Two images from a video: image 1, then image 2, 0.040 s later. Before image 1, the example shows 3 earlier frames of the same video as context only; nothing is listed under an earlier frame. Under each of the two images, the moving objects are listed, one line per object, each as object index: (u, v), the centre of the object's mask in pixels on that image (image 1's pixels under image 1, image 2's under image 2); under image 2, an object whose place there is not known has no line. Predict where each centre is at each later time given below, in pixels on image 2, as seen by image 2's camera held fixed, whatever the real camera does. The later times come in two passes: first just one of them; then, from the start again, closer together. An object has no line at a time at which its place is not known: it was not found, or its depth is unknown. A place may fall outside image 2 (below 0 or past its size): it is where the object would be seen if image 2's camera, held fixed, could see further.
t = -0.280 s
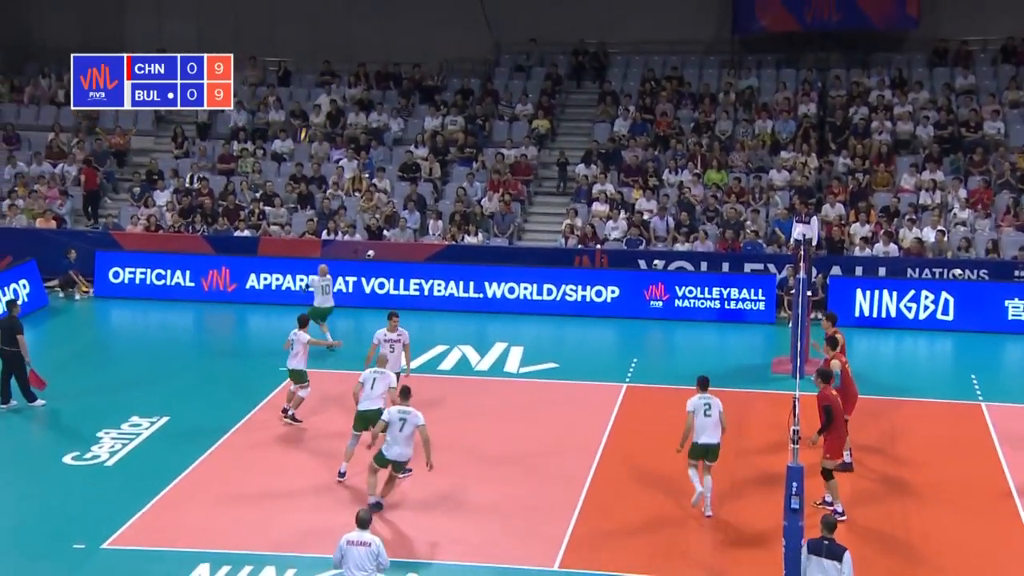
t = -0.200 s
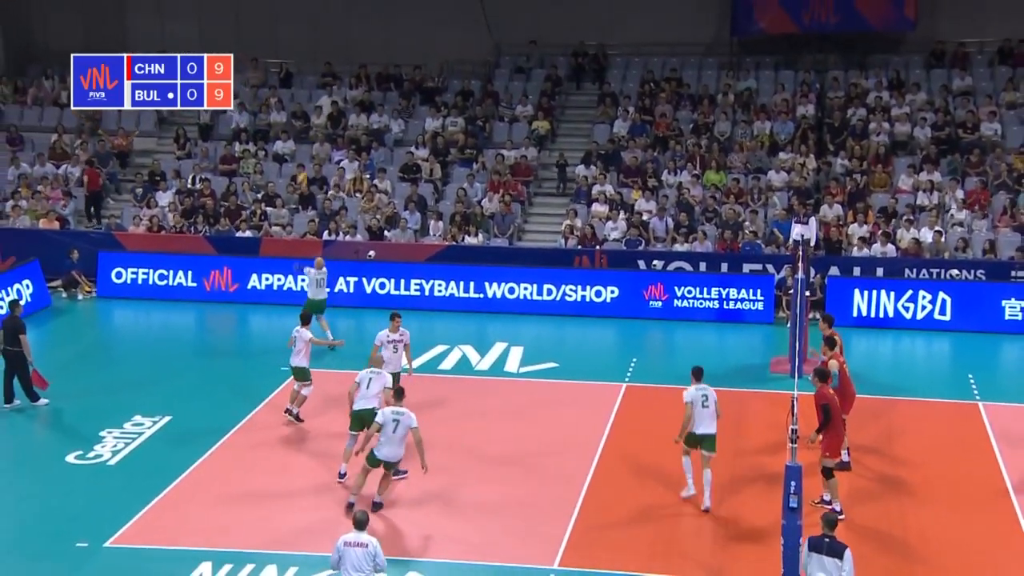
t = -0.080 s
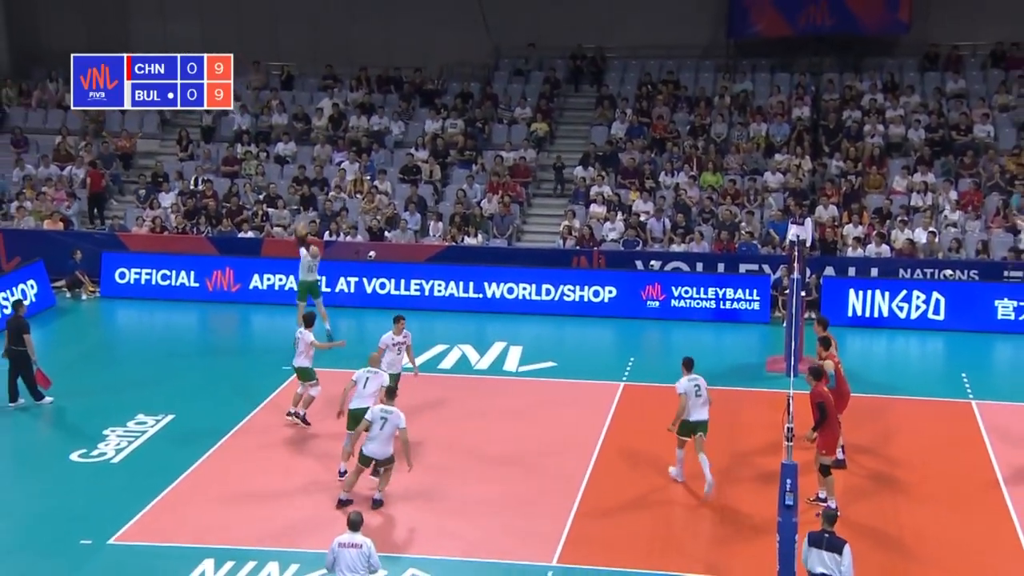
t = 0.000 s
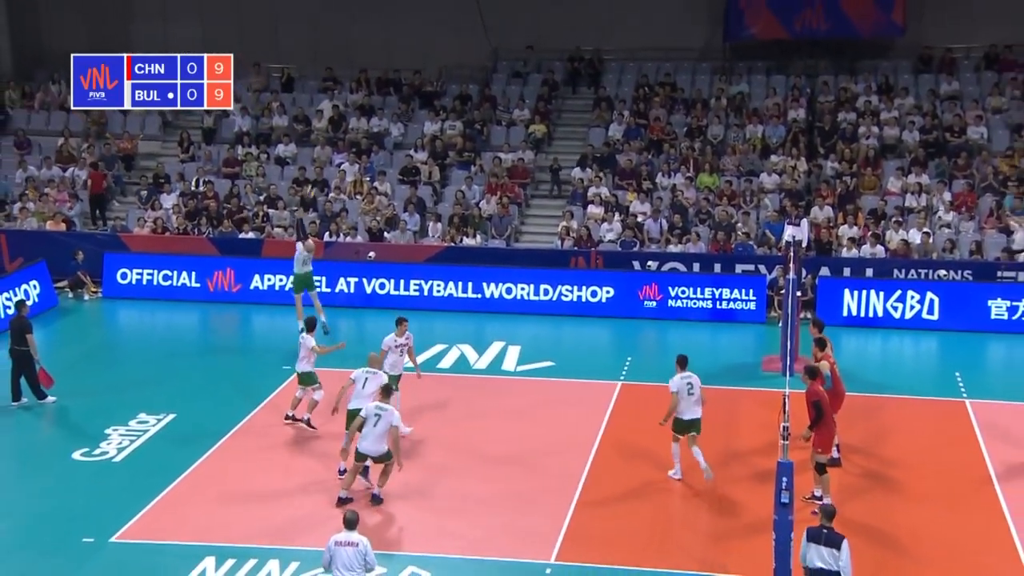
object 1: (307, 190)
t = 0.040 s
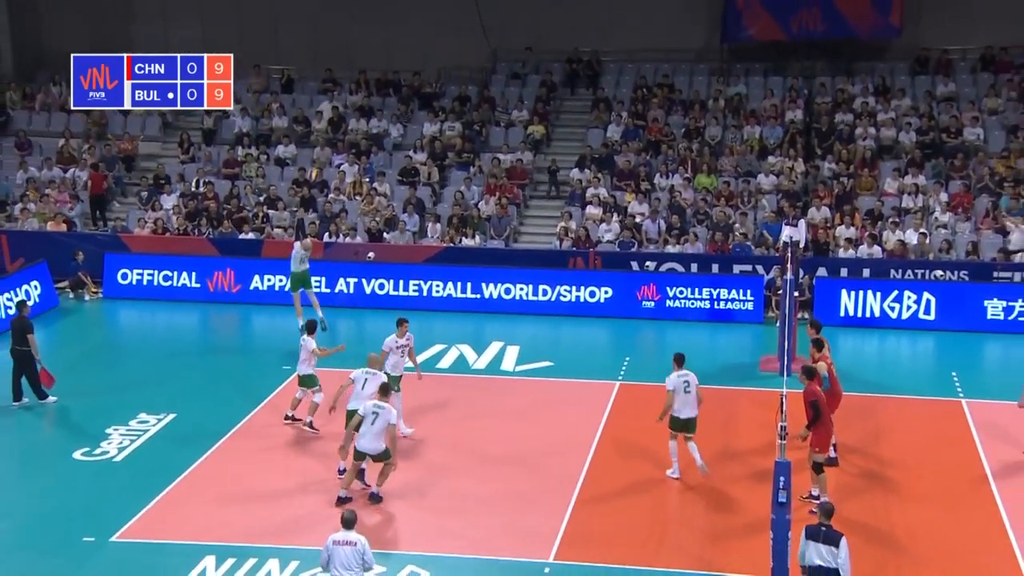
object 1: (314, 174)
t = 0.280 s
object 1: (339, 86)
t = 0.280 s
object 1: (339, 86)
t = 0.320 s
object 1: (343, 73)
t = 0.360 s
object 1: (349, 63)
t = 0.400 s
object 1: (353, 52)
